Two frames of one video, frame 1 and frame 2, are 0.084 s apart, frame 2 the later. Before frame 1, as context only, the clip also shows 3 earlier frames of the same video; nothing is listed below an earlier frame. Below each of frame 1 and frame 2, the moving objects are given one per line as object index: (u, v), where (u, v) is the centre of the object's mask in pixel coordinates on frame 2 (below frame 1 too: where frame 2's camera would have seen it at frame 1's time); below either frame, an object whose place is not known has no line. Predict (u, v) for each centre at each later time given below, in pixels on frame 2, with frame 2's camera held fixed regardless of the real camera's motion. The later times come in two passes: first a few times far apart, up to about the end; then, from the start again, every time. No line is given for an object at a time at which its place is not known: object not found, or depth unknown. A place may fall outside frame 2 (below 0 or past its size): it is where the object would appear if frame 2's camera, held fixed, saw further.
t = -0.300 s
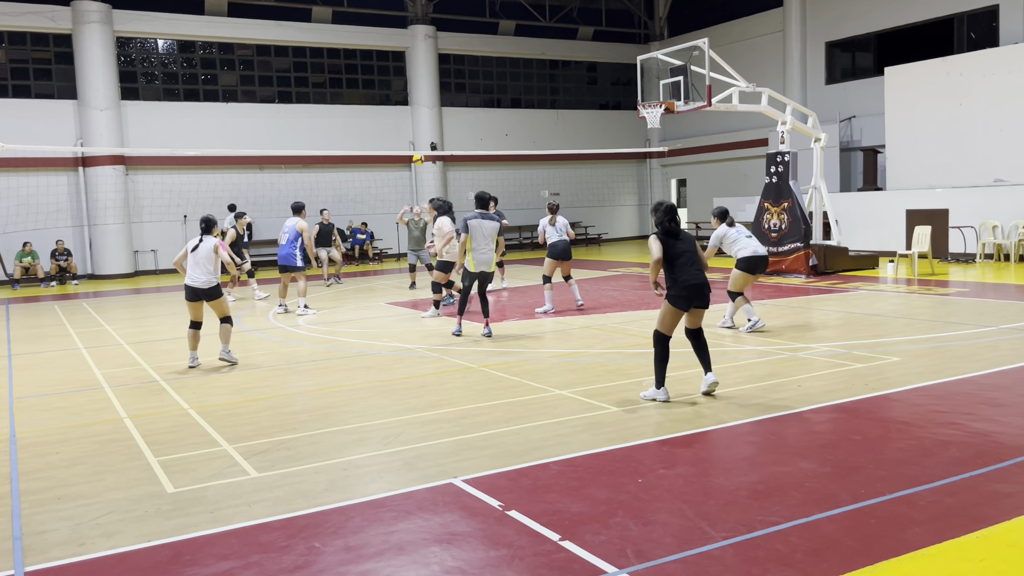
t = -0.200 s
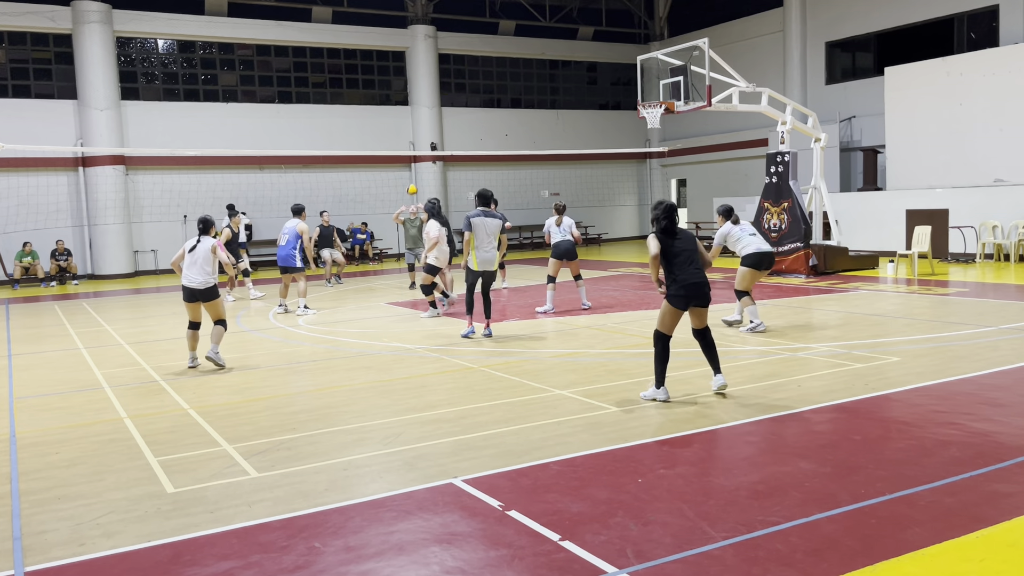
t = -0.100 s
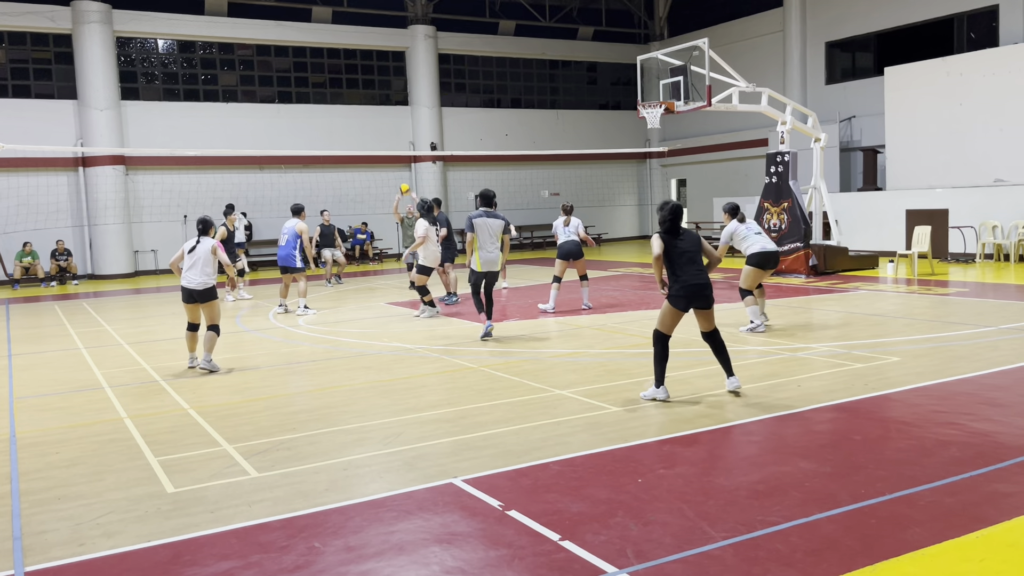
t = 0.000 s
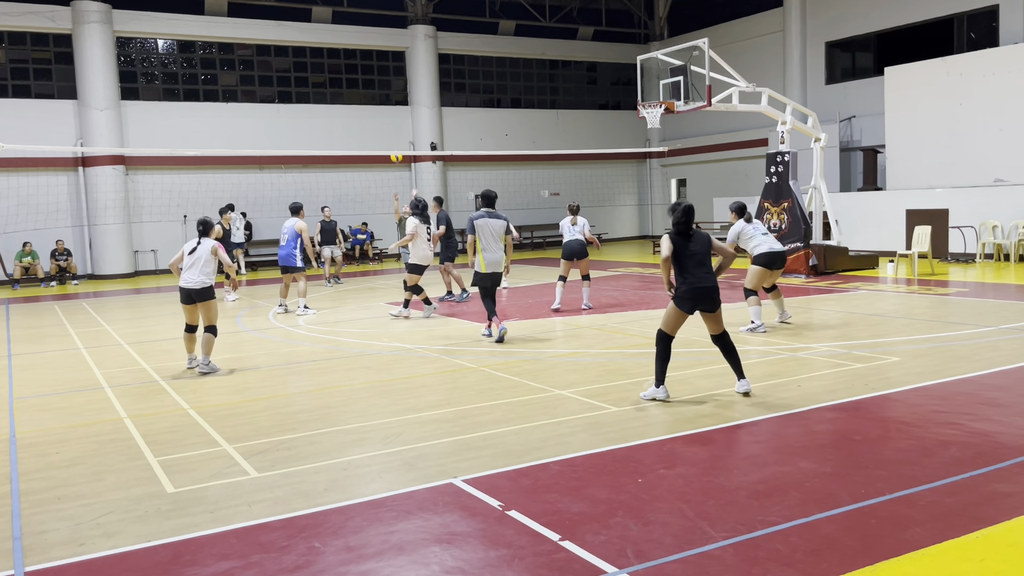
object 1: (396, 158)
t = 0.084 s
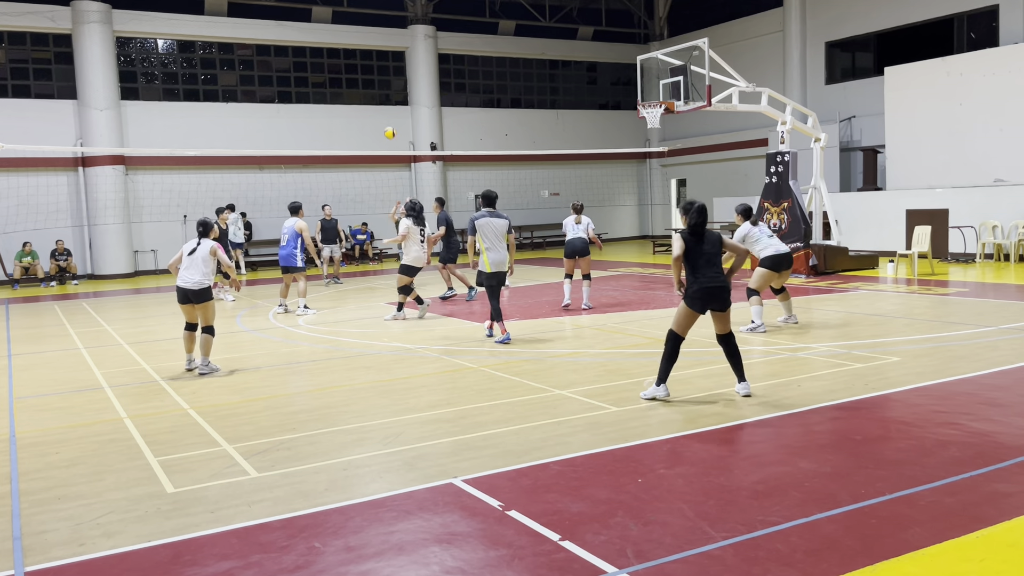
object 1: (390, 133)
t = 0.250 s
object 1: (376, 97)
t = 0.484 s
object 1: (359, 71)
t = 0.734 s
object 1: (342, 78)
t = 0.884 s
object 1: (332, 99)
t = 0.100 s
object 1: (388, 129)
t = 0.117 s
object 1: (387, 125)
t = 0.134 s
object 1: (386, 121)
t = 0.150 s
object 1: (384, 117)
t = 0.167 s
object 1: (383, 113)
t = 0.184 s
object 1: (382, 109)
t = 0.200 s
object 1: (380, 106)
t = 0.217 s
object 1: (379, 103)
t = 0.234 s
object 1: (378, 100)
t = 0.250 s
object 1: (376, 97)
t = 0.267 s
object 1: (375, 94)
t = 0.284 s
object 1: (374, 91)
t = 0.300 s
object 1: (372, 89)
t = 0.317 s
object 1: (371, 87)
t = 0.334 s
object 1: (370, 84)
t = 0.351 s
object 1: (368, 82)
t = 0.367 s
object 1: (367, 80)
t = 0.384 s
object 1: (366, 78)
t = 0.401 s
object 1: (365, 77)
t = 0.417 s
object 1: (364, 76)
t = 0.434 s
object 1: (362, 74)
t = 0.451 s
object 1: (361, 73)
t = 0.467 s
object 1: (360, 72)
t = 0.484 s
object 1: (359, 71)
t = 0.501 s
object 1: (357, 71)
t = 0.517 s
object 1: (356, 70)
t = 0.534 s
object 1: (355, 70)
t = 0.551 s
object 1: (354, 70)
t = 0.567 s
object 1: (353, 69)
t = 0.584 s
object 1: (352, 70)
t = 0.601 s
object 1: (351, 70)
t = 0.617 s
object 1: (349, 70)
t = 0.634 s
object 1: (348, 71)
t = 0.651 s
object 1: (347, 71)
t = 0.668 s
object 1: (346, 72)
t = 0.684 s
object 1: (345, 74)
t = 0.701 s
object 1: (344, 75)
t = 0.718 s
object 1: (343, 76)
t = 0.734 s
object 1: (342, 78)
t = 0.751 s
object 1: (341, 80)
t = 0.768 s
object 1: (340, 81)
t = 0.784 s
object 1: (339, 84)
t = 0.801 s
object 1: (338, 86)
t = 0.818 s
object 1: (336, 88)
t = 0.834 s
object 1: (335, 91)
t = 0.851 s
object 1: (334, 93)
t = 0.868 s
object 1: (333, 96)
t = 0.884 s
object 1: (332, 99)
